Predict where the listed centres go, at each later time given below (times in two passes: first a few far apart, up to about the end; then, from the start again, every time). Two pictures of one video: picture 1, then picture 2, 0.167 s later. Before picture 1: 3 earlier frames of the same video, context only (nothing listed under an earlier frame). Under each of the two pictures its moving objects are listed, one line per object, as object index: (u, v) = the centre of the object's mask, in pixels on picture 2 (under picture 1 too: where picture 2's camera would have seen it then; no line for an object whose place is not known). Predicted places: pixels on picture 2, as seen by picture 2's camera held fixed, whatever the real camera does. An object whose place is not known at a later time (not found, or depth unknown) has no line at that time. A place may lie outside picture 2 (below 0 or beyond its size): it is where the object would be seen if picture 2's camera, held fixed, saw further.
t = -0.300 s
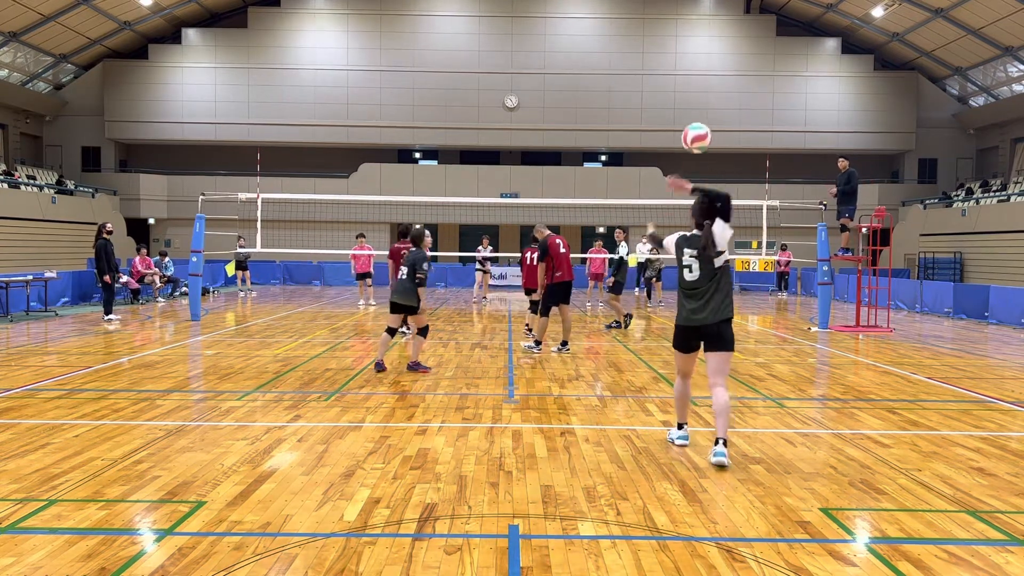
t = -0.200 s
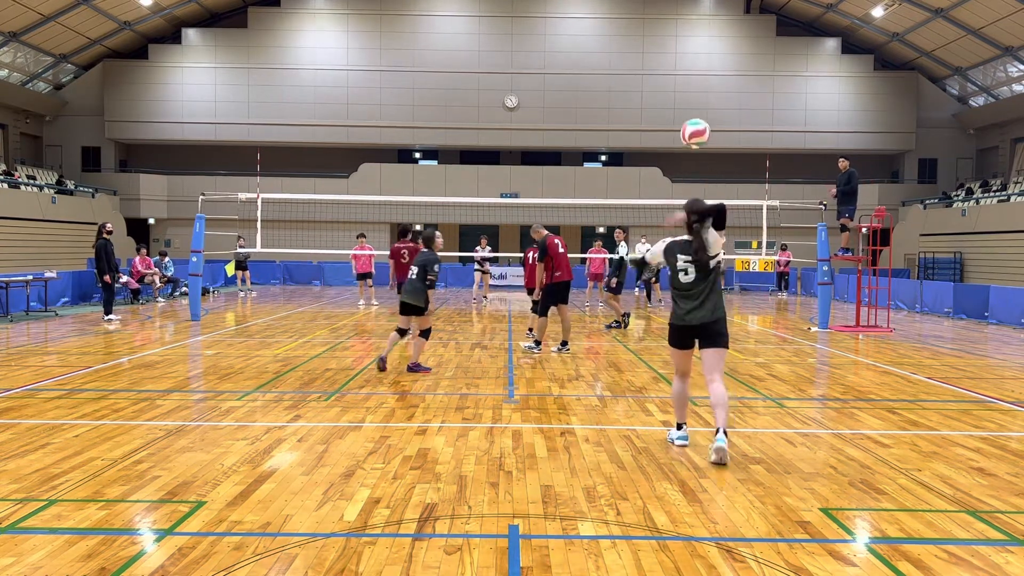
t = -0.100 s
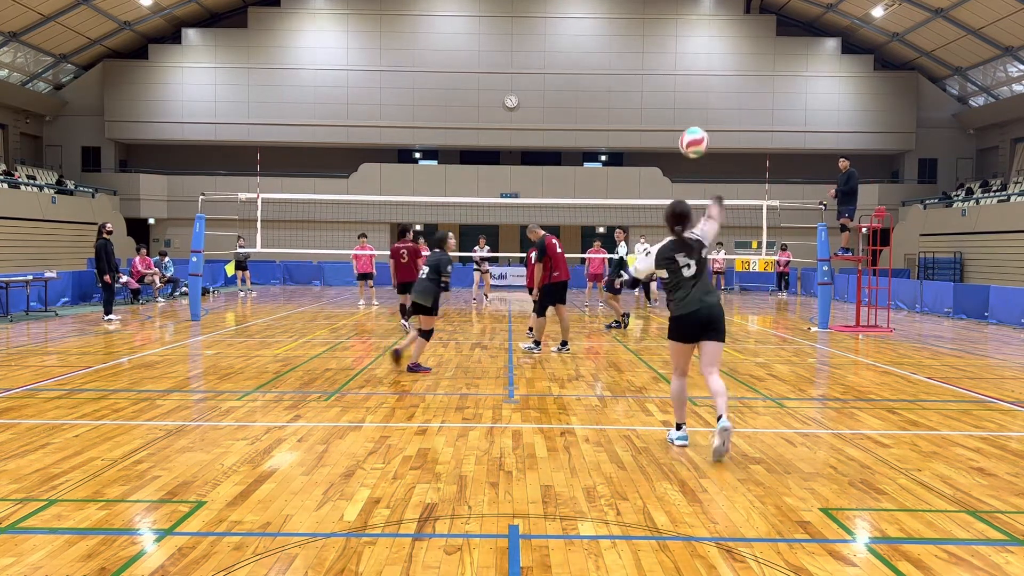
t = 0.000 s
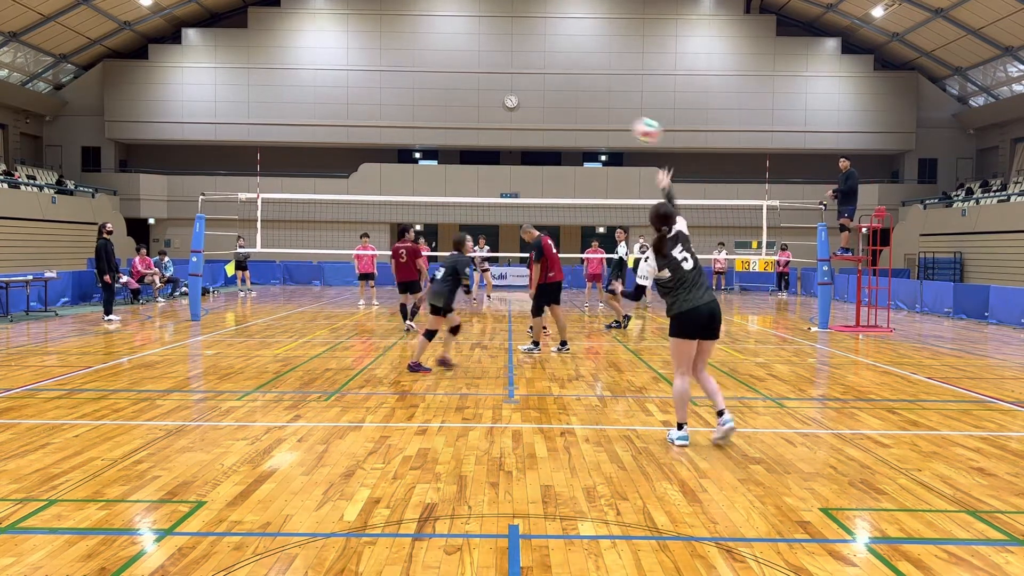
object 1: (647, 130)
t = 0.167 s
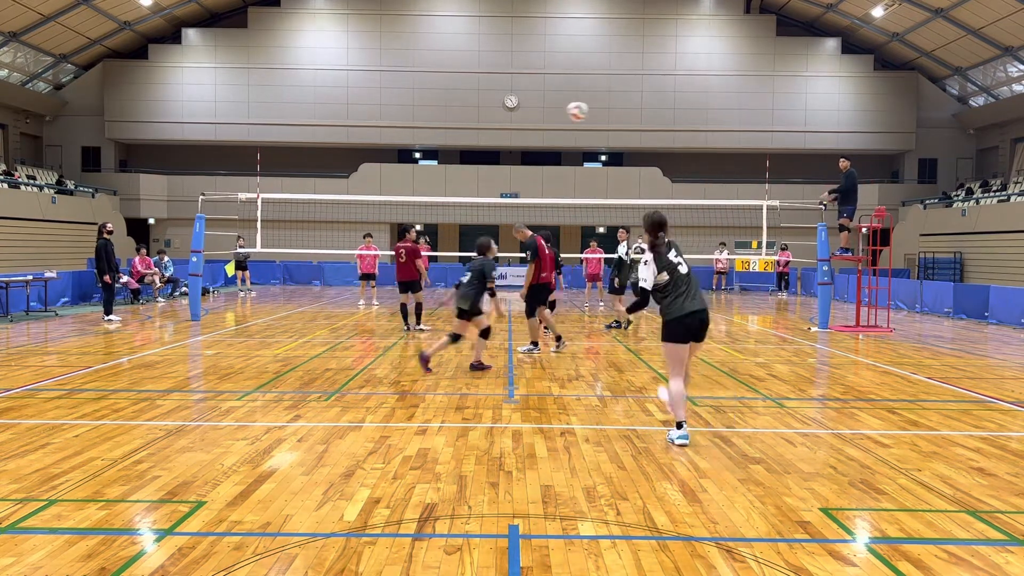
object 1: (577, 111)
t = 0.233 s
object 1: (557, 111)
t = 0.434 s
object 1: (514, 126)
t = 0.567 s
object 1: (495, 145)
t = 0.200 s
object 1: (567, 111)
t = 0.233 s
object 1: (557, 111)
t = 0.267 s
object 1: (548, 113)
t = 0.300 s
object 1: (540, 115)
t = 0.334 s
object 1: (534, 117)
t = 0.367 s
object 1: (526, 119)
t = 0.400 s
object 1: (519, 122)
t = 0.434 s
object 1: (514, 126)
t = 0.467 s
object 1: (509, 129)
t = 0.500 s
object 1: (504, 134)
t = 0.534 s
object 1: (499, 139)
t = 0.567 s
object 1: (495, 145)
